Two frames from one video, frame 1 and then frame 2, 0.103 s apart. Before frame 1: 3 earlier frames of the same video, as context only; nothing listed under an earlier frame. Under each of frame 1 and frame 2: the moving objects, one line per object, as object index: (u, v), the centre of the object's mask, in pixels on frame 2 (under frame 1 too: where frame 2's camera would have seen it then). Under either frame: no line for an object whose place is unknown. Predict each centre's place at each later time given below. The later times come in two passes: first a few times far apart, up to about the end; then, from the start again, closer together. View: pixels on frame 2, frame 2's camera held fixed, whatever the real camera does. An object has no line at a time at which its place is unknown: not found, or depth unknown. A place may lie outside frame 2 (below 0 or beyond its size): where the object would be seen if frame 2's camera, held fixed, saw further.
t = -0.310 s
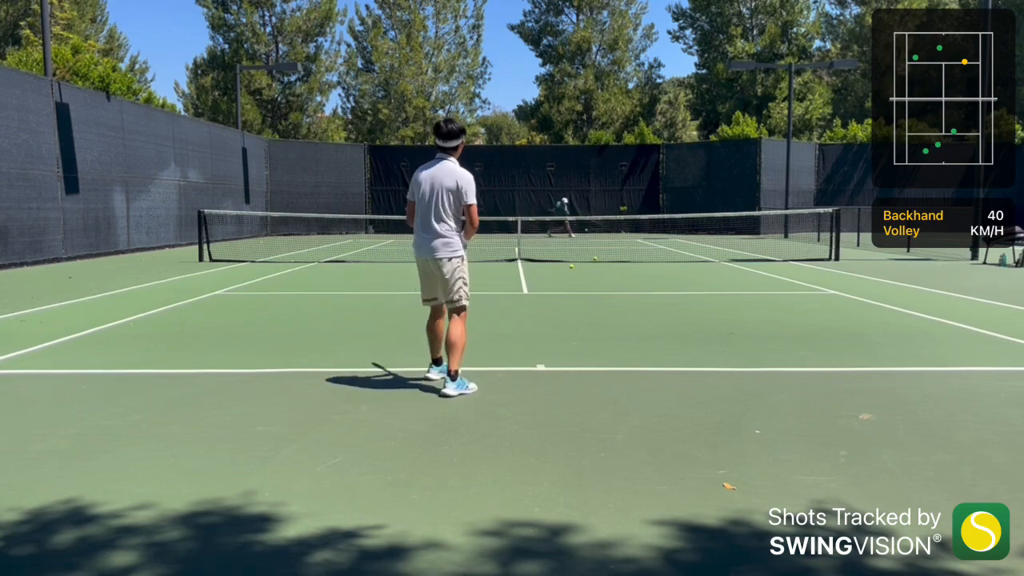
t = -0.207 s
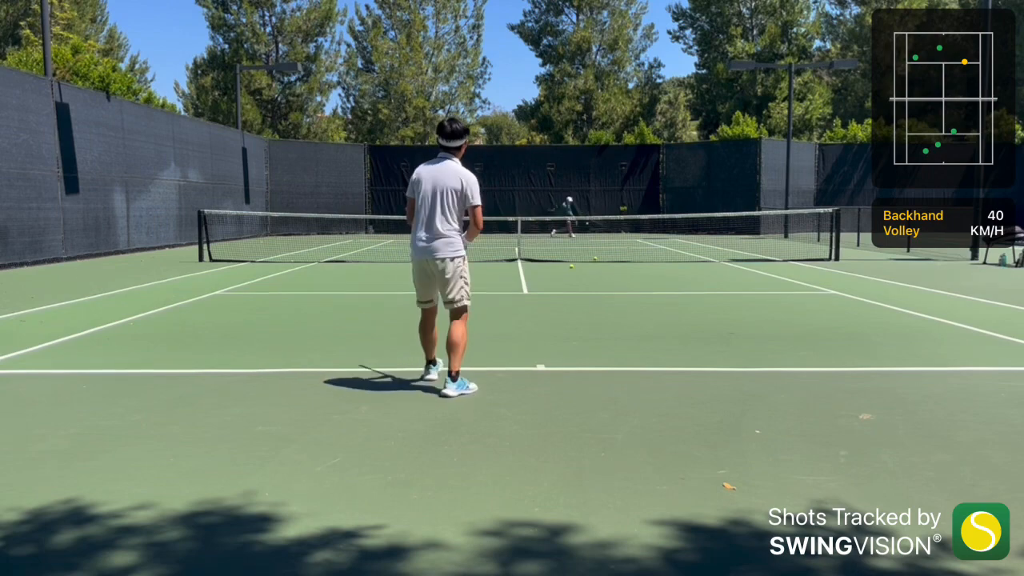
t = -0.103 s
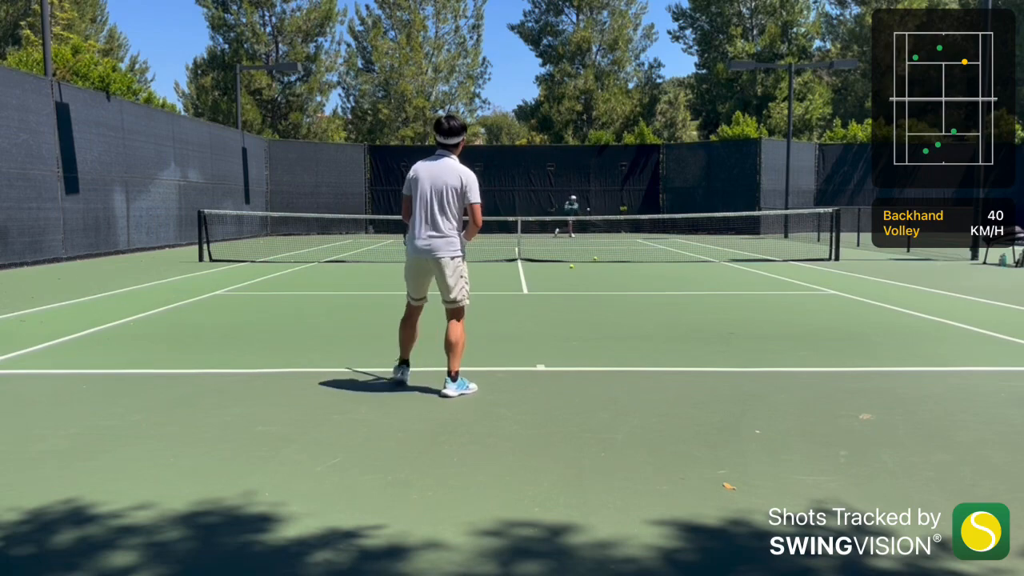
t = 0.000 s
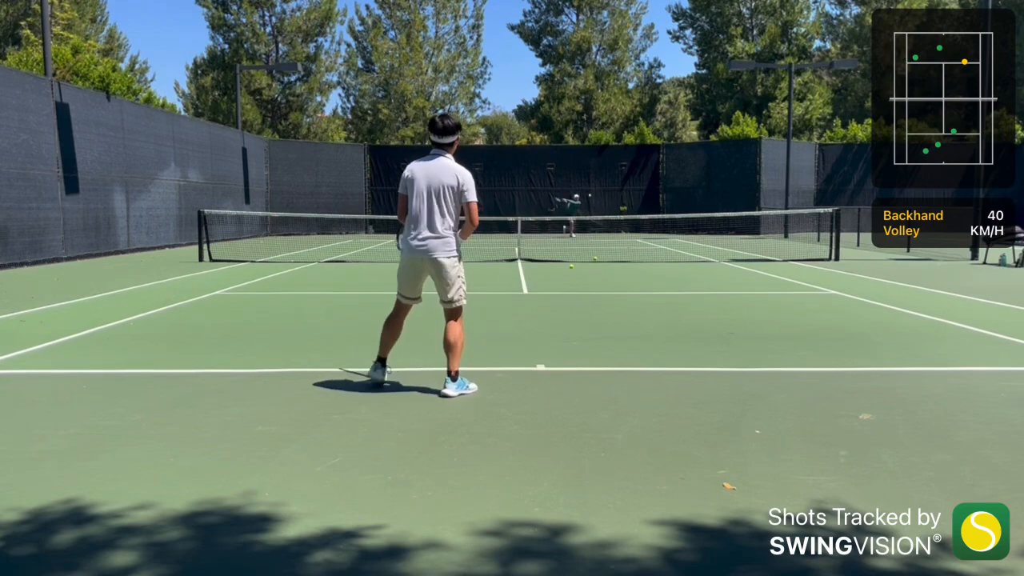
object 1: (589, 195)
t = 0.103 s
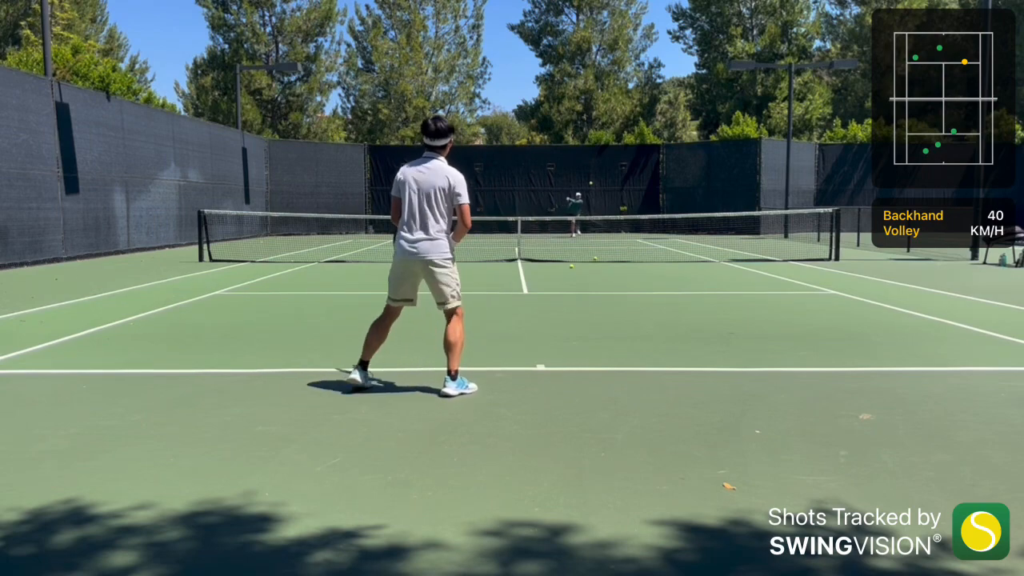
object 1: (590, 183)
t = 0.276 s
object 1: (593, 169)
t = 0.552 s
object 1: (596, 169)
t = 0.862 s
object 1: (603, 240)
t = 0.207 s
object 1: (592, 173)
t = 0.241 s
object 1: (592, 171)
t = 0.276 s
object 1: (593, 169)
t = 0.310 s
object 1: (593, 166)
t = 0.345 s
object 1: (593, 165)
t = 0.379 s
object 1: (594, 164)
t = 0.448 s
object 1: (594, 165)
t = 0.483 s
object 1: (595, 165)
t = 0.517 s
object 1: (595, 167)
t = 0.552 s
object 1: (596, 169)
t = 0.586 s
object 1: (596, 172)
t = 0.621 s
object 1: (597, 176)
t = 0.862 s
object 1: (603, 240)
